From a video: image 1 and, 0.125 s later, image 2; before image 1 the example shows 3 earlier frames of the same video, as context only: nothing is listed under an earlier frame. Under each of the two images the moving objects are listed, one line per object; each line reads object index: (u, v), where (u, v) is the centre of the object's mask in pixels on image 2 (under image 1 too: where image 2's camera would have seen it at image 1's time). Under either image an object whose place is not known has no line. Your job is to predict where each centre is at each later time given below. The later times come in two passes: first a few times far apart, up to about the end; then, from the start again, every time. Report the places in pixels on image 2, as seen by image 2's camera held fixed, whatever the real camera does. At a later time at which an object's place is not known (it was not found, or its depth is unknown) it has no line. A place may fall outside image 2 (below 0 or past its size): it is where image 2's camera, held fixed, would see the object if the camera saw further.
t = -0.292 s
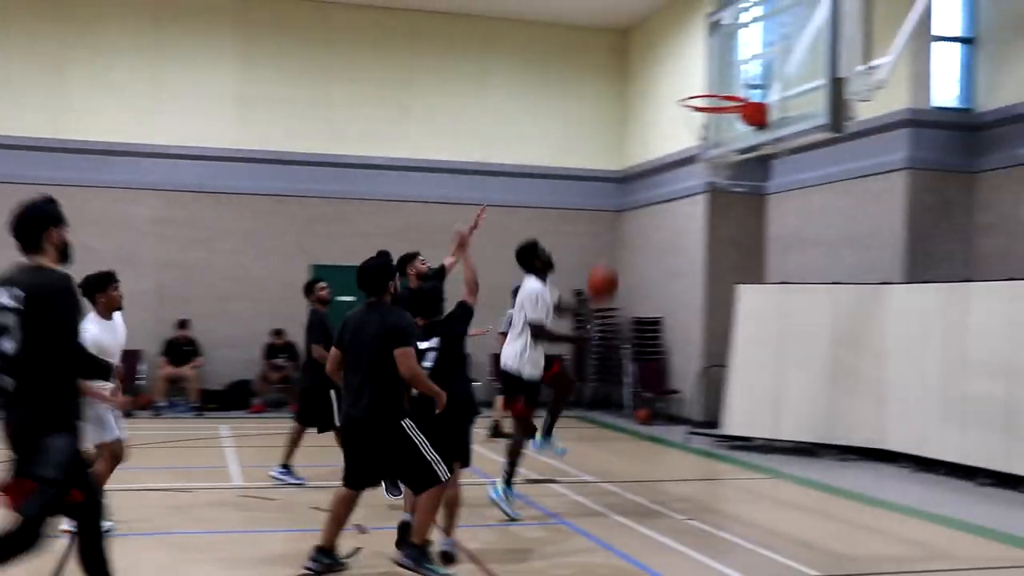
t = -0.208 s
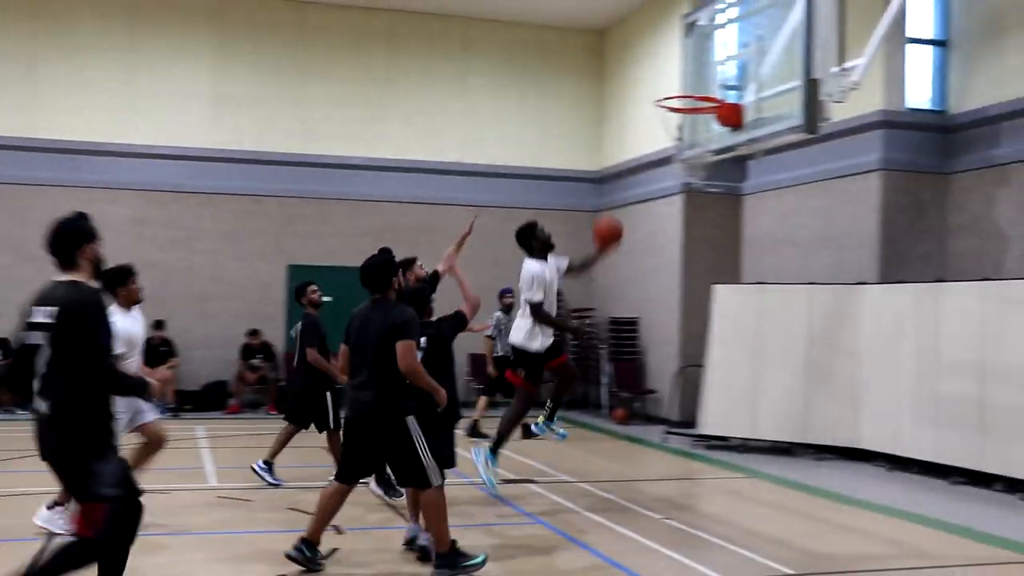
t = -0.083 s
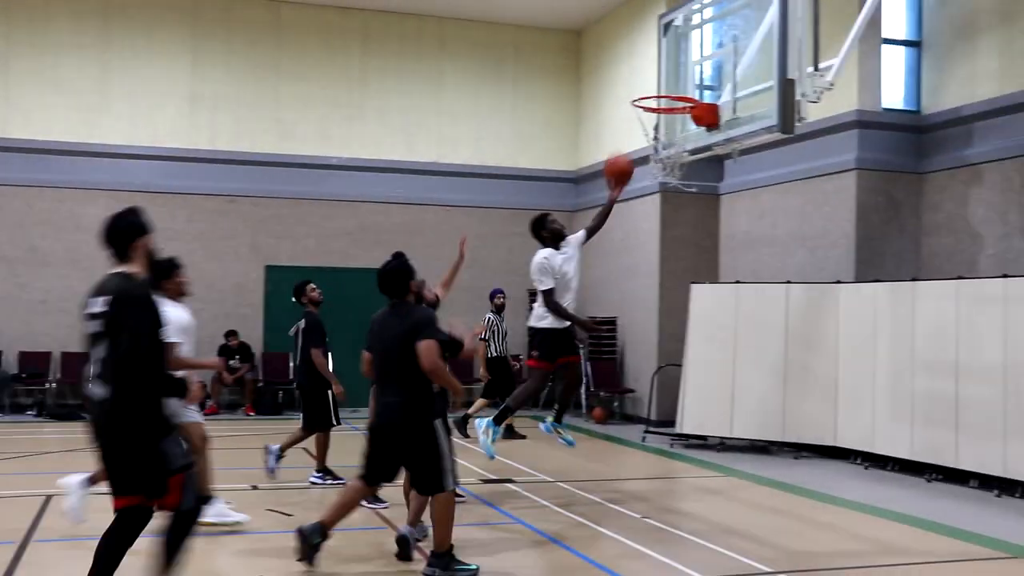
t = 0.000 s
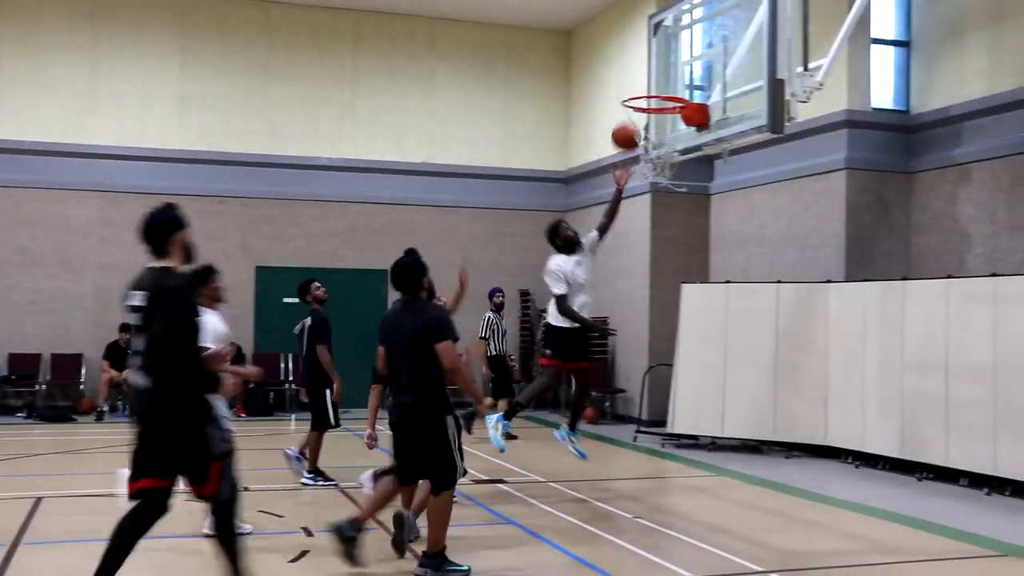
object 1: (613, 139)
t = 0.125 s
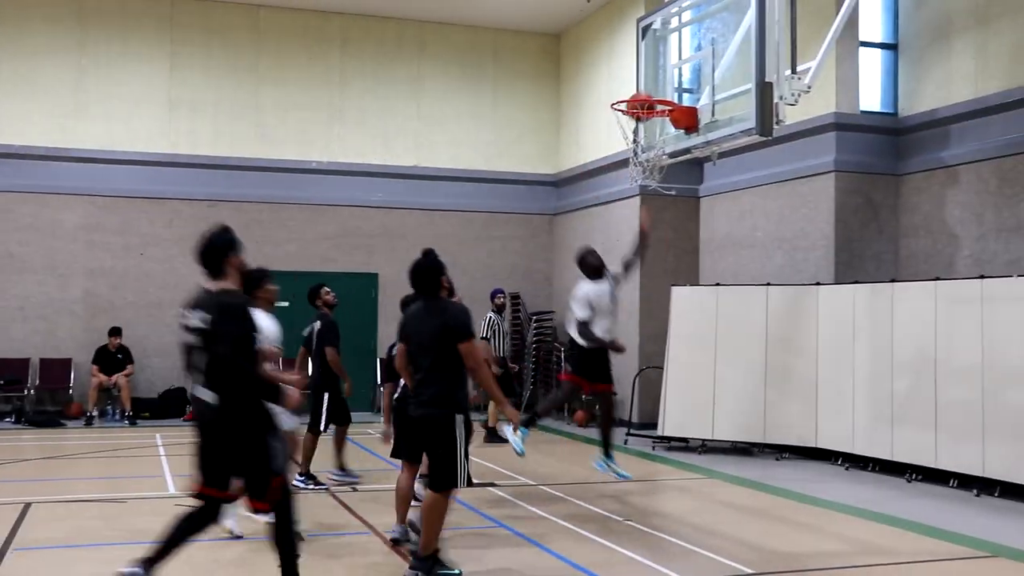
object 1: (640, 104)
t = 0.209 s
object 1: (654, 93)
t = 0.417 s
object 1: (646, 93)
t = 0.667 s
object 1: (644, 129)
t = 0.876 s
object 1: (641, 213)
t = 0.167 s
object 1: (649, 97)
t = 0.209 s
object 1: (654, 93)
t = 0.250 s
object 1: (653, 88)
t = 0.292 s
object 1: (652, 87)
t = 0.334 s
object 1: (649, 87)
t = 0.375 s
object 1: (647, 91)
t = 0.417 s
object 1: (646, 93)
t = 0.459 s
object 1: (646, 93)
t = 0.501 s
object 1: (645, 96)
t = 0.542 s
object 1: (645, 101)
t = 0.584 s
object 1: (644, 109)
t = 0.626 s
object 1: (644, 117)
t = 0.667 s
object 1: (644, 129)
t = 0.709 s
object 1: (643, 143)
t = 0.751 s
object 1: (643, 159)
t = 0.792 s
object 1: (643, 174)
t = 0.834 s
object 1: (643, 193)
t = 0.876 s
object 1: (641, 213)
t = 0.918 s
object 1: (641, 237)
